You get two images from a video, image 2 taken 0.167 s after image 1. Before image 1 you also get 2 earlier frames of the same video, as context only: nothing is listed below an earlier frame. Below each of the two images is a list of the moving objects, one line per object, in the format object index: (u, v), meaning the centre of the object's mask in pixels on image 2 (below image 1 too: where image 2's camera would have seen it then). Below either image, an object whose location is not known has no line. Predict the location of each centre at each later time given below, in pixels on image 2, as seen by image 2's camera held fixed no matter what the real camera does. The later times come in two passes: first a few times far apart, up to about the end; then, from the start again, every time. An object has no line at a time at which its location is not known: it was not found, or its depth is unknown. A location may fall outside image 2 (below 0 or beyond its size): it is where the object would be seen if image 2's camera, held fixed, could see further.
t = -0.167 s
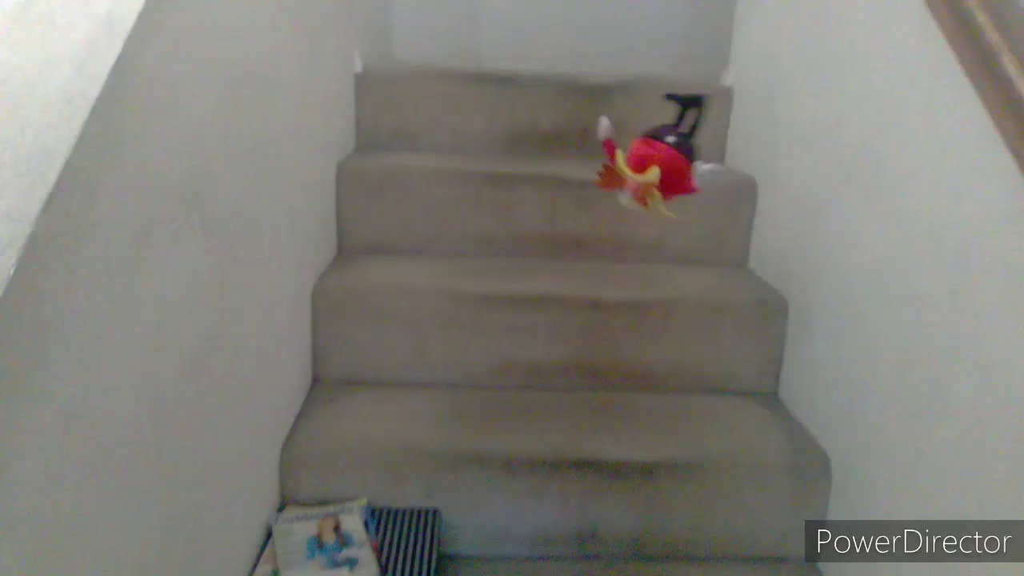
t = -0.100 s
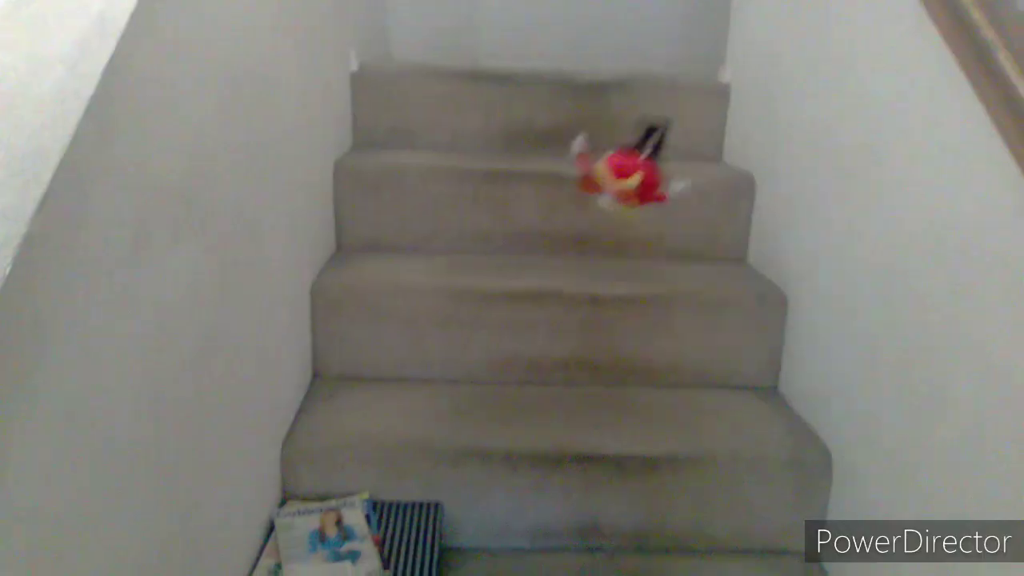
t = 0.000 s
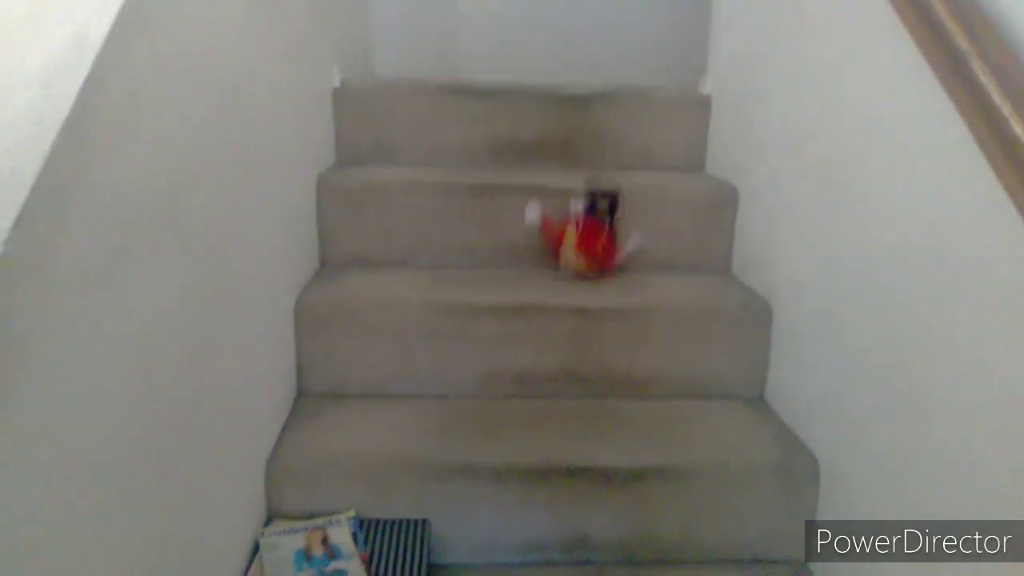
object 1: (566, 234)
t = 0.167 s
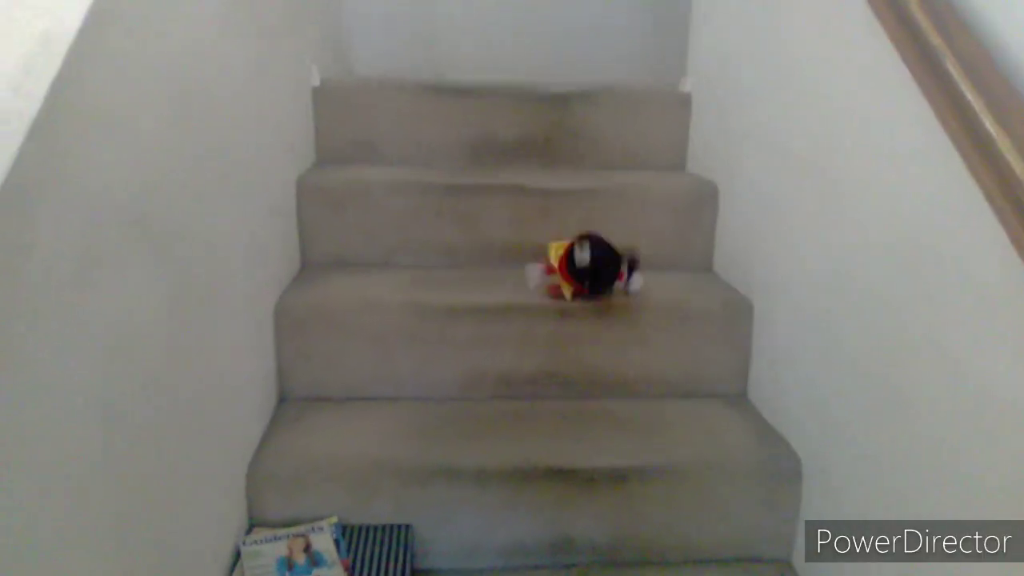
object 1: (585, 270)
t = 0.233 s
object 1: (596, 299)
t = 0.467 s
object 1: (615, 419)
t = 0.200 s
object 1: (591, 284)
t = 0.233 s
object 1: (596, 299)
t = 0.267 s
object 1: (595, 315)
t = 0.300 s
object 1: (597, 337)
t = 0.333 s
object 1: (603, 358)
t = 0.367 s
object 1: (609, 385)
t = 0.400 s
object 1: (611, 413)
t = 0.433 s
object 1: (608, 420)
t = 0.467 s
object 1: (615, 419)
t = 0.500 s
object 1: (614, 416)
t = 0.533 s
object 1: (614, 419)
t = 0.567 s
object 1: (617, 429)
